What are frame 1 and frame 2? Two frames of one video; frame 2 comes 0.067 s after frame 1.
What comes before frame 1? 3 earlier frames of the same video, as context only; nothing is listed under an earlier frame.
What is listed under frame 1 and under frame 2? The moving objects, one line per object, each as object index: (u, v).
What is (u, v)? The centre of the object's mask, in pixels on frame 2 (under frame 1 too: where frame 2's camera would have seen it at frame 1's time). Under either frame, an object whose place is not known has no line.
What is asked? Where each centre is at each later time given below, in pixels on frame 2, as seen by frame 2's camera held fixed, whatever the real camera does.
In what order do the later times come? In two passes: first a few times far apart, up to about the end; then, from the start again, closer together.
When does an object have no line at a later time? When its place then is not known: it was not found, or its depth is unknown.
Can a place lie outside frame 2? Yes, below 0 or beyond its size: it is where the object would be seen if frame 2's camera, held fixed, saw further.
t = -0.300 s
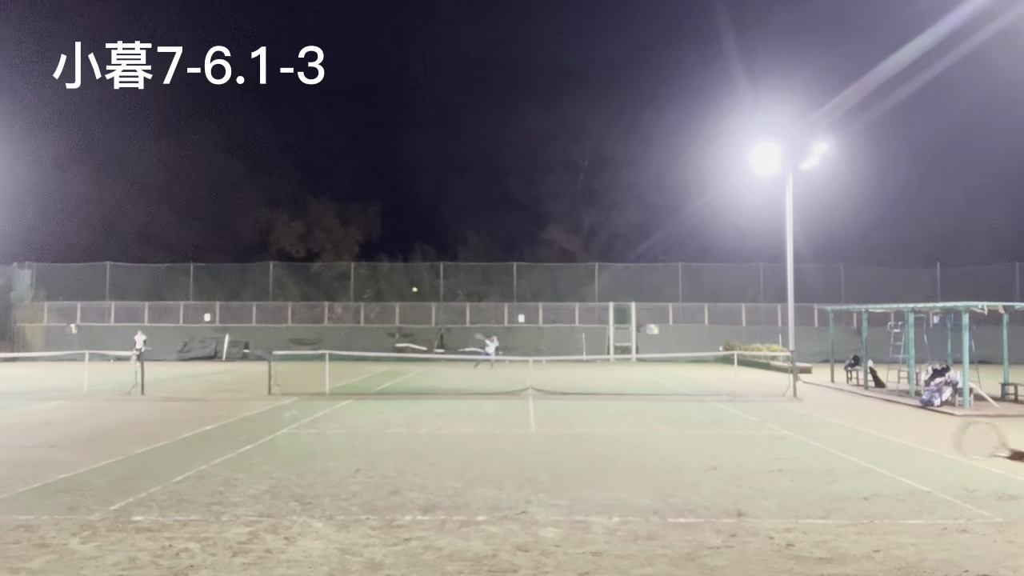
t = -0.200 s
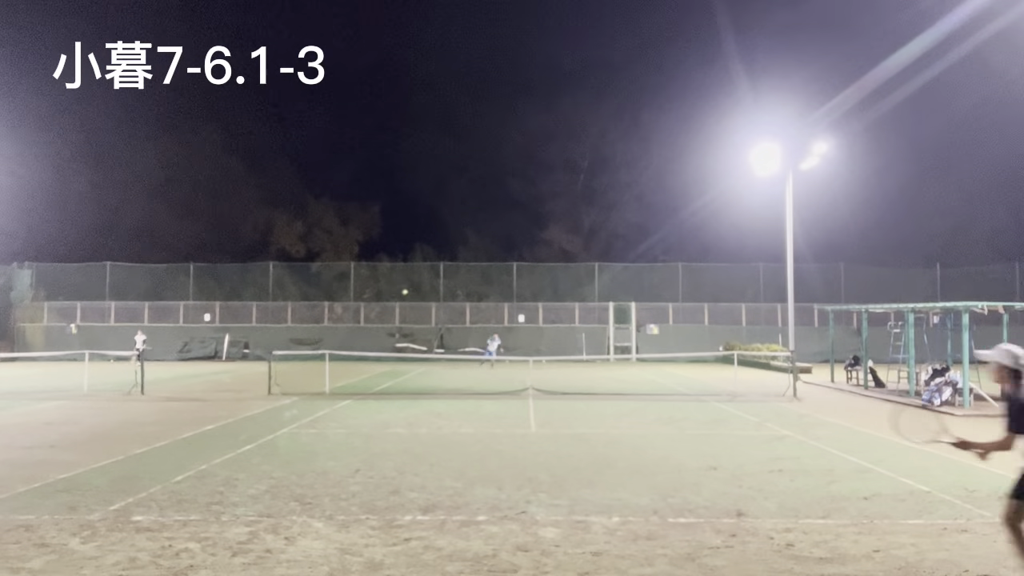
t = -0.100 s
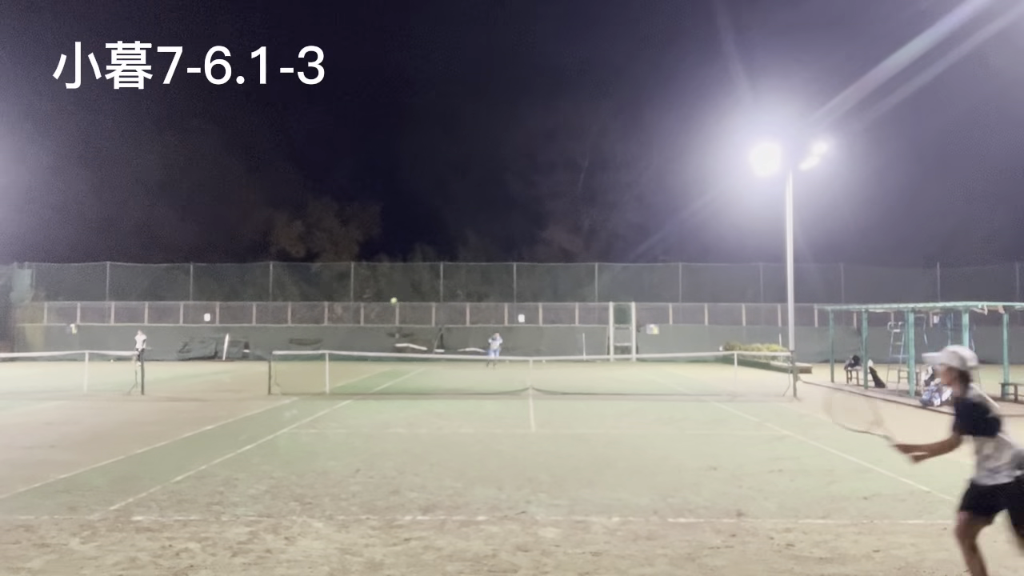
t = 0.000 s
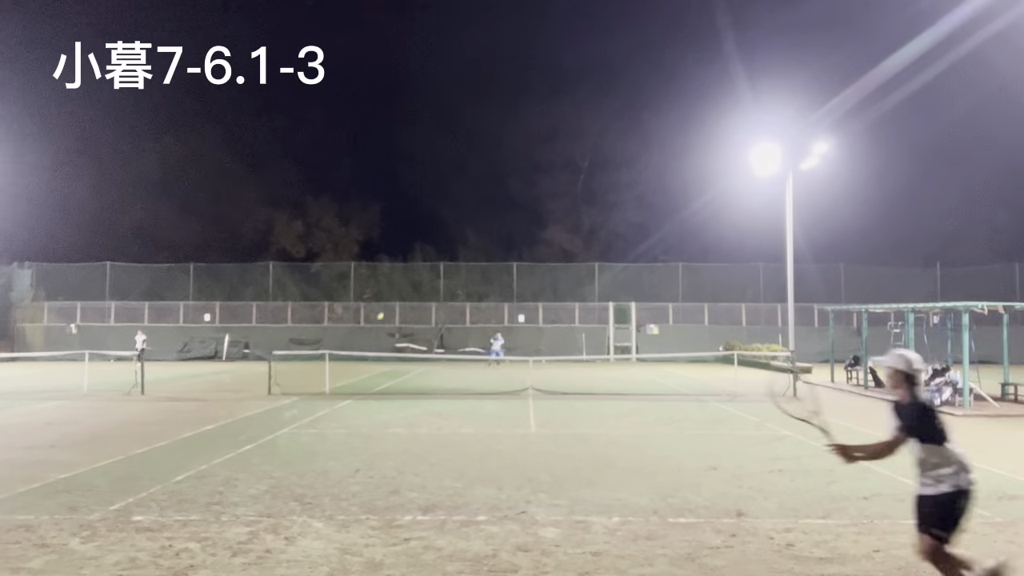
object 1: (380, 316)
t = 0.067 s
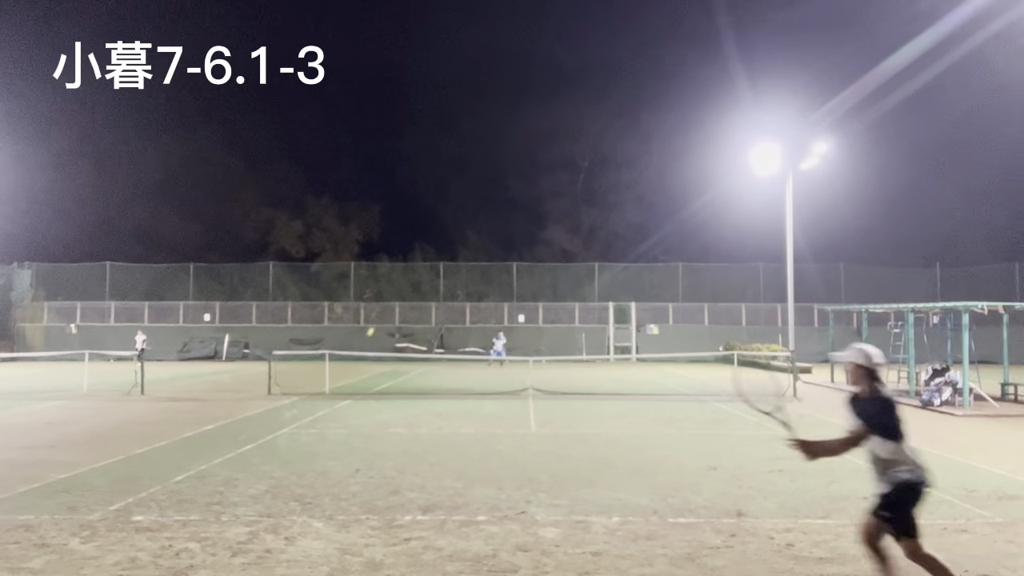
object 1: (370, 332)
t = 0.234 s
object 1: (340, 393)
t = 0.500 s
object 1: (289, 409)
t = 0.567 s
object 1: (276, 395)
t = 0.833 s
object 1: (206, 378)
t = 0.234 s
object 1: (340, 393)
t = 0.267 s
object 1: (333, 411)
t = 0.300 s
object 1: (325, 430)
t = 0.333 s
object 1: (317, 451)
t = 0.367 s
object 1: (311, 445)
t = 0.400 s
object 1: (306, 436)
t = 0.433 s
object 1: (301, 427)
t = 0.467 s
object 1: (295, 417)
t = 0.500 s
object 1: (289, 409)
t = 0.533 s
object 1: (283, 402)
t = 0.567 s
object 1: (276, 395)
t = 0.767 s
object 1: (228, 375)
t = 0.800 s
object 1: (218, 376)
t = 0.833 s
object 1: (206, 378)
